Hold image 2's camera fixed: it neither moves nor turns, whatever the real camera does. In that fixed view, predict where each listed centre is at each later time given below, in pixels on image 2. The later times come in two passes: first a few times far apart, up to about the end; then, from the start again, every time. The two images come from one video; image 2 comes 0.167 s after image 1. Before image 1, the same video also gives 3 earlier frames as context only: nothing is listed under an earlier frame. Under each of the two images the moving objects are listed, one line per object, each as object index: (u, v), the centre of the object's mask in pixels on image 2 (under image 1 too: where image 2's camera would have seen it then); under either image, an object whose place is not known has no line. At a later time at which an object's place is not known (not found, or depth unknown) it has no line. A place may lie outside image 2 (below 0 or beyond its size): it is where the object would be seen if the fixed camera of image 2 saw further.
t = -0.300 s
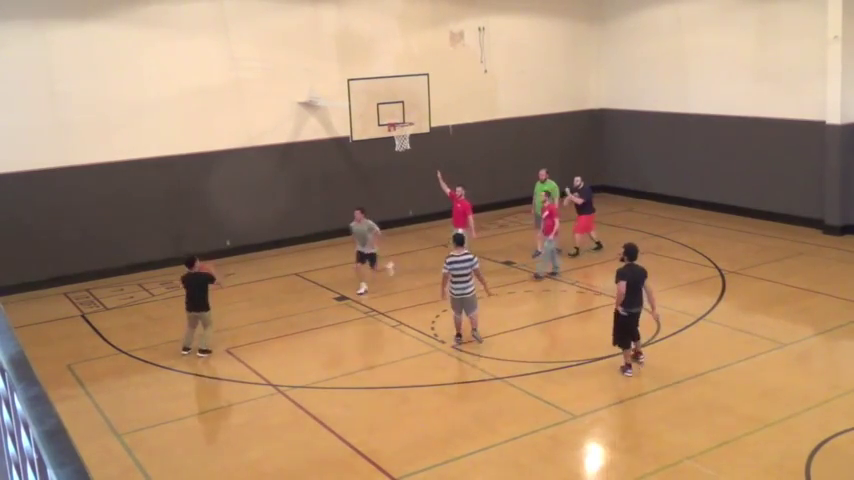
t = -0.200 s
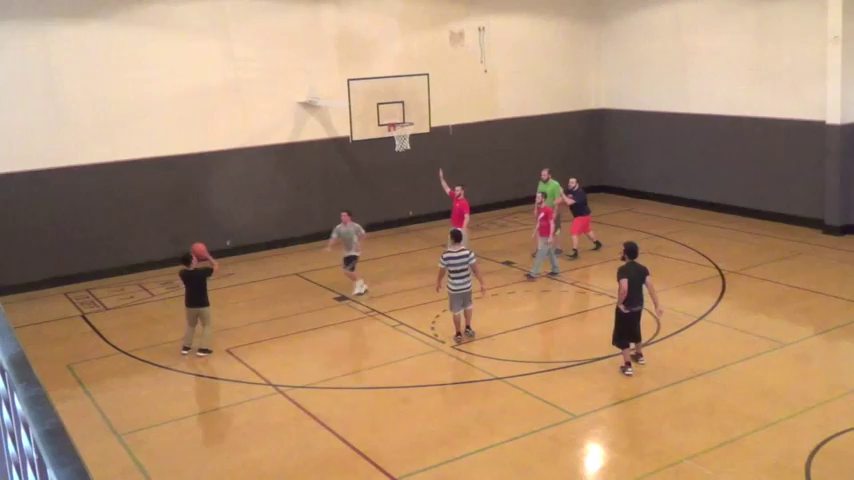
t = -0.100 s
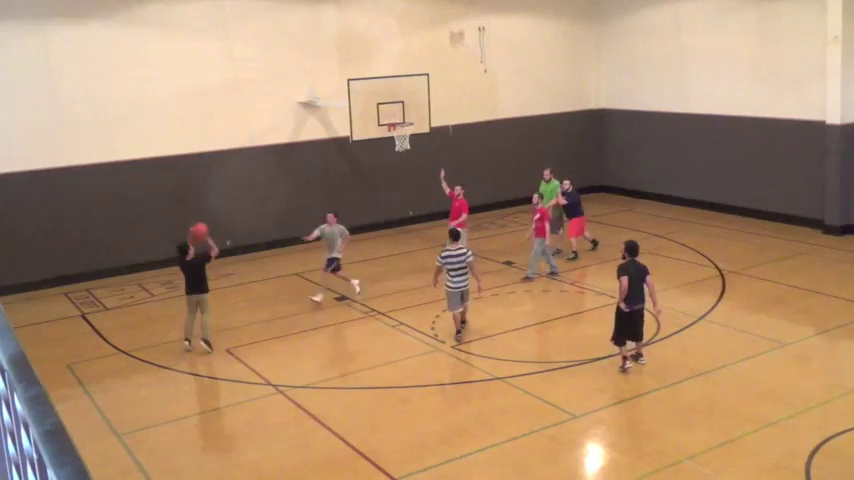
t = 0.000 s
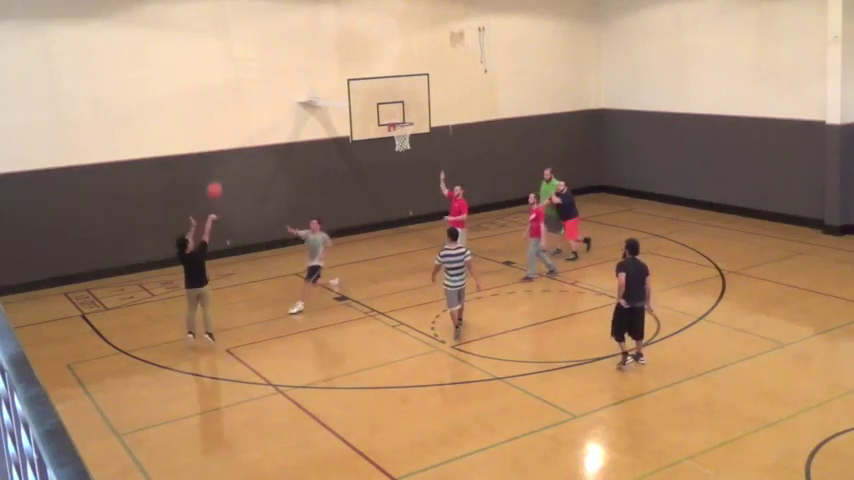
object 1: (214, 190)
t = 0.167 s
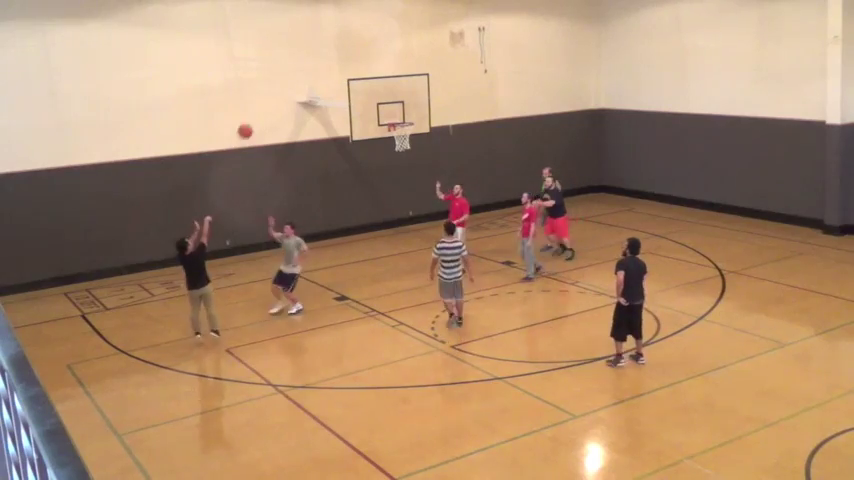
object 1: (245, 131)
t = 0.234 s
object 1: (257, 112)
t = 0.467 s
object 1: (299, 71)
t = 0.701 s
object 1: (338, 64)
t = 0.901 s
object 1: (370, 81)
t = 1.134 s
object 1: (405, 125)
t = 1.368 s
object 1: (412, 149)
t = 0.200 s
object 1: (250, 121)
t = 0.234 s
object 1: (257, 112)
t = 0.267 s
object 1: (263, 104)
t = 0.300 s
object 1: (269, 97)
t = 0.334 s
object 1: (275, 90)
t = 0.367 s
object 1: (281, 85)
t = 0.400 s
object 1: (287, 80)
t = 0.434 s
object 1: (293, 75)
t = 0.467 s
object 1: (299, 71)
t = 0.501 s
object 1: (305, 69)
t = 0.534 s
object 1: (310, 66)
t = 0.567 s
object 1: (316, 65)
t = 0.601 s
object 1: (322, 63)
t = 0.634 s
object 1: (327, 63)
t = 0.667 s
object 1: (333, 63)
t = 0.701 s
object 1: (338, 64)
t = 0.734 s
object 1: (344, 66)
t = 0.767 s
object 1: (349, 68)
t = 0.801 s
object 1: (354, 70)
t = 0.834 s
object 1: (360, 73)
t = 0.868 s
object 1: (365, 77)
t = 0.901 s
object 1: (370, 81)
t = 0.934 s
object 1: (375, 86)
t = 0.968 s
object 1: (380, 91)
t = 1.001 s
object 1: (386, 97)
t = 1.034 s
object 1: (390, 103)
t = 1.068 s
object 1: (395, 110)
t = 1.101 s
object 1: (401, 117)
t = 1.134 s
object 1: (405, 125)
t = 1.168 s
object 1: (409, 130)
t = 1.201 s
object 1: (411, 134)
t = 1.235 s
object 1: (411, 136)
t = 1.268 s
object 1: (411, 137)
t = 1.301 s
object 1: (411, 141)
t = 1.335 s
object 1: (411, 145)
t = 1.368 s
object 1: (412, 149)
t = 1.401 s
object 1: (413, 153)
